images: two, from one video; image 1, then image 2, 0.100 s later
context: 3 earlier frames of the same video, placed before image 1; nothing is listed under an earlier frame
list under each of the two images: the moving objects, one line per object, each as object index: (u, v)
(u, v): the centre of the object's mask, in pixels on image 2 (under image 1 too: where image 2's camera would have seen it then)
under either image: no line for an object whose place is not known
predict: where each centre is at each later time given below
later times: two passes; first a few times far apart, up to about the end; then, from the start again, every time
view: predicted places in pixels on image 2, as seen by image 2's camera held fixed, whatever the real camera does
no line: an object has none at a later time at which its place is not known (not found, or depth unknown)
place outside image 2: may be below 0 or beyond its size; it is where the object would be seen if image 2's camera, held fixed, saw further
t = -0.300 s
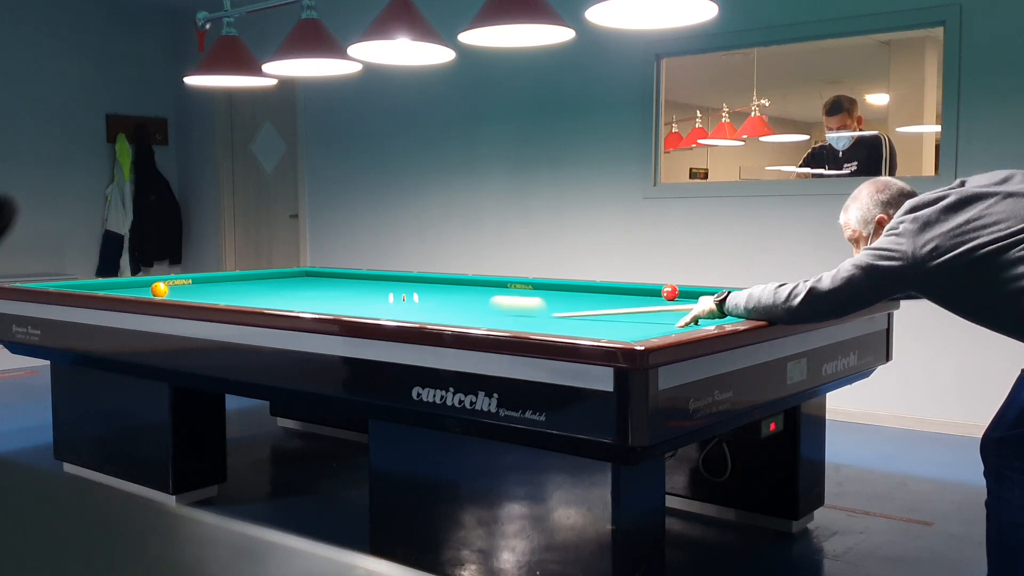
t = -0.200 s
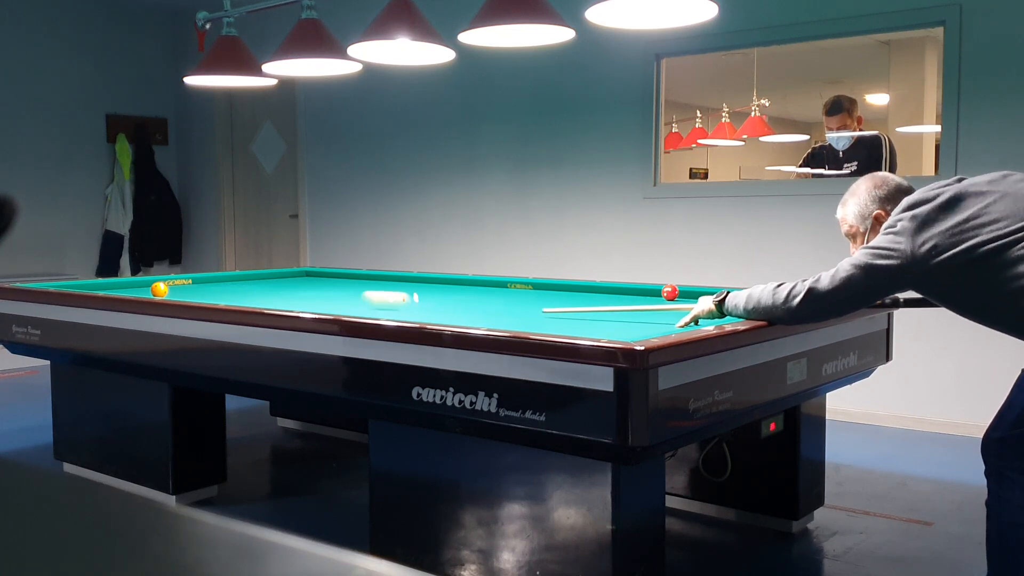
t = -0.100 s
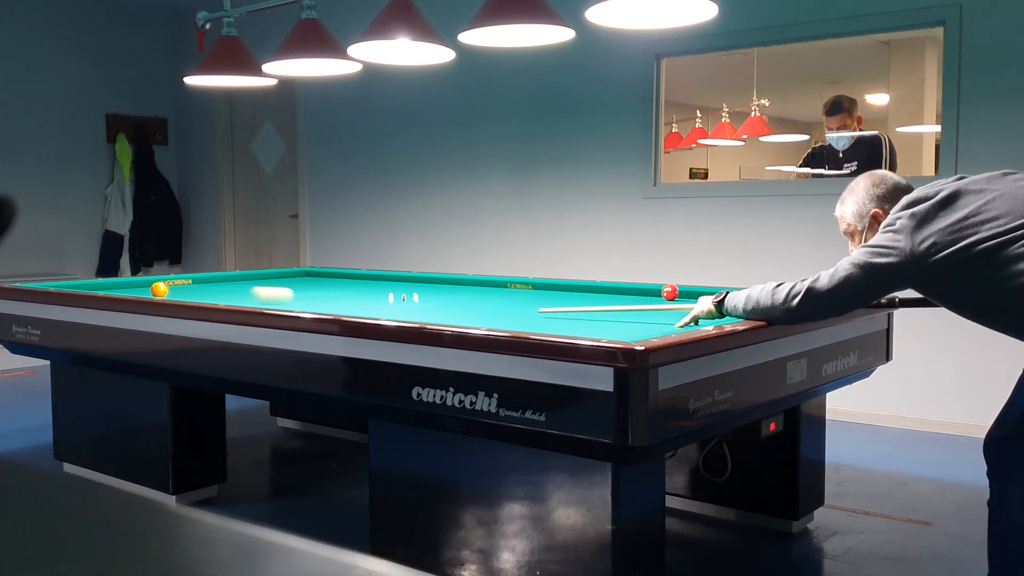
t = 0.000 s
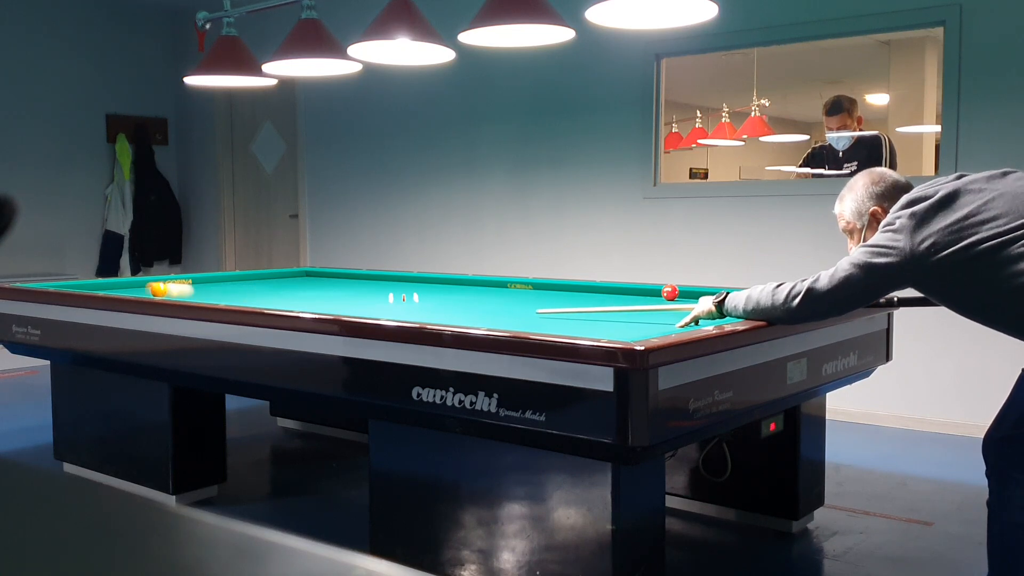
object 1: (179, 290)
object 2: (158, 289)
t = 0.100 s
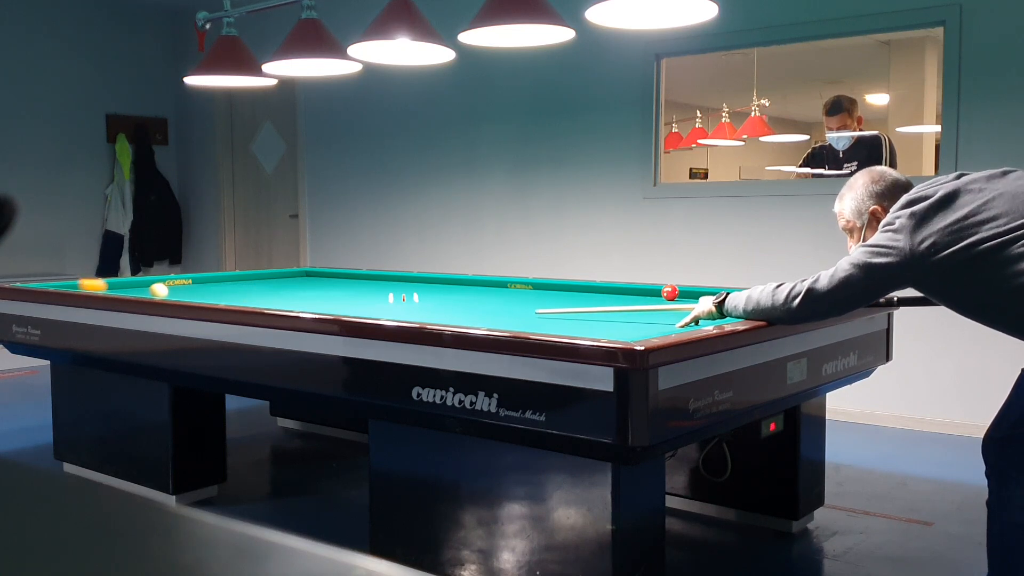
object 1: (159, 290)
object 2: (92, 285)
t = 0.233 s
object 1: (139, 290)
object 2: (118, 288)
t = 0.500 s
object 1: (225, 293)
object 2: (248, 288)
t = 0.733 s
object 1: (346, 291)
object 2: (340, 283)
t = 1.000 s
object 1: (460, 290)
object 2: (442, 284)
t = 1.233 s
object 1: (555, 290)
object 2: (529, 284)
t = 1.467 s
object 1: (644, 290)
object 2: (547, 288)
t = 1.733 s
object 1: (666, 295)
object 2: (564, 293)
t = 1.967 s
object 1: (696, 300)
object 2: (580, 298)
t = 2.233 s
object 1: (735, 307)
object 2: (602, 304)
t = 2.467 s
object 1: (765, 309)
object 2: (623, 310)
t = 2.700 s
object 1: (724, 311)
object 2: (647, 317)
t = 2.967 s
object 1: (683, 309)
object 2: (679, 323)
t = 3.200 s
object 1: (648, 310)
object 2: (641, 327)
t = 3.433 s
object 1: (616, 310)
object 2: (586, 328)
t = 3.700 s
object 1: (579, 310)
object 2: (531, 326)
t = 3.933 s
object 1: (549, 310)
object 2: (518, 323)
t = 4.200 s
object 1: (517, 308)
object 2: (505, 320)
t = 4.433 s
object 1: (486, 307)
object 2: (495, 317)
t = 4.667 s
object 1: (460, 309)
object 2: (486, 314)
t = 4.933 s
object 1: (431, 309)
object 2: (476, 311)
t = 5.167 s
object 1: (405, 308)
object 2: (468, 308)
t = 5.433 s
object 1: (378, 307)
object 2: (460, 305)
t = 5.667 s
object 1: (355, 307)
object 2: (454, 302)
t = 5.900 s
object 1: (332, 306)
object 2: (448, 300)
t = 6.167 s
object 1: (307, 305)
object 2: (441, 298)
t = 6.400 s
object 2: (436, 296)
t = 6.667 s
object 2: (431, 294)
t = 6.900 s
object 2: (427, 292)
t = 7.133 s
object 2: (423, 291)
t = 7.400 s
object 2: (419, 289)
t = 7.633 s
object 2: (416, 288)
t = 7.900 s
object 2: (413, 286)
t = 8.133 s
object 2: (410, 285)
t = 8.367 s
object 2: (407, 284)
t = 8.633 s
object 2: (405, 283)
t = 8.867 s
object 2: (403, 282)
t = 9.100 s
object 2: (401, 281)
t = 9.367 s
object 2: (398, 280)
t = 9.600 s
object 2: (396, 279)
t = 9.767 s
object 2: (395, 279)
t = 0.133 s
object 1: (155, 290)
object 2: (79, 285)
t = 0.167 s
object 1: (149, 290)
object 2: (91, 285)
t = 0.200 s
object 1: (144, 290)
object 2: (105, 287)
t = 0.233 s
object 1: (139, 290)
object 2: (118, 288)
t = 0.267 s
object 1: (136, 289)
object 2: (133, 289)
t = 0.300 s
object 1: (125, 291)
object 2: (151, 289)
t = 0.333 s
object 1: (123, 291)
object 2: (169, 289)
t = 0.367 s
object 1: (144, 292)
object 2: (185, 289)
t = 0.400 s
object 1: (165, 292)
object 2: (202, 289)
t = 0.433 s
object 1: (186, 292)
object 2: (218, 289)
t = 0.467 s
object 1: (206, 293)
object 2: (232, 289)
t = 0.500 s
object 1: (225, 293)
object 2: (248, 288)
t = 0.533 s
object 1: (244, 293)
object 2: (263, 287)
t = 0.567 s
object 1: (261, 292)
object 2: (277, 287)
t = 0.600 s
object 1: (280, 293)
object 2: (291, 285)
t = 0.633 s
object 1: (298, 292)
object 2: (304, 284)
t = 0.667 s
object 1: (315, 292)
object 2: (316, 283)
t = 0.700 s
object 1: (331, 291)
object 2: (327, 283)
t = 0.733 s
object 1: (346, 291)
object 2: (340, 283)
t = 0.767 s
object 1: (361, 291)
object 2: (352, 283)
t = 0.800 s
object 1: (377, 291)
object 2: (365, 284)
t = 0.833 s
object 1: (392, 291)
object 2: (378, 283)
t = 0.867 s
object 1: (408, 292)
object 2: (391, 283)
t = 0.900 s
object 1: (420, 290)
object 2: (404, 284)
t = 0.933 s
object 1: (433, 290)
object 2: (417, 284)
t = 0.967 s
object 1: (447, 290)
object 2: (429, 284)
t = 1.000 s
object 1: (460, 290)
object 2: (442, 284)
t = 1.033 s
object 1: (474, 290)
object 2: (455, 284)
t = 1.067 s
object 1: (487, 290)
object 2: (467, 284)
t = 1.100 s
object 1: (501, 290)
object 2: (480, 284)
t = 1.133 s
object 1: (514, 290)
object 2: (493, 284)
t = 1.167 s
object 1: (528, 290)
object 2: (505, 284)
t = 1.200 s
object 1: (541, 290)
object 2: (517, 284)
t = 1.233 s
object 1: (555, 290)
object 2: (529, 284)
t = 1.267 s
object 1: (568, 289)
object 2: (539, 284)
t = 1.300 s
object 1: (582, 289)
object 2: (543, 285)
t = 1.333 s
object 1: (595, 289)
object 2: (543, 285)
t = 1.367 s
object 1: (608, 289)
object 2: (543, 286)
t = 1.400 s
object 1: (622, 289)
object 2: (544, 287)
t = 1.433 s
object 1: (635, 289)
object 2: (545, 287)
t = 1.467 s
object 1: (644, 290)
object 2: (547, 288)
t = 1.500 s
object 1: (645, 290)
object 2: (549, 288)
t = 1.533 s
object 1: (647, 291)
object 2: (551, 289)
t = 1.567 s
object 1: (649, 292)
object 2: (553, 290)
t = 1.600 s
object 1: (652, 292)
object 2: (555, 290)
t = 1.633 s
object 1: (655, 293)
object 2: (557, 291)
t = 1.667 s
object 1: (659, 294)
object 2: (559, 291)
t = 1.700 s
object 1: (662, 294)
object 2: (562, 292)
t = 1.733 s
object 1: (666, 295)
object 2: (564, 293)
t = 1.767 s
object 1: (670, 295)
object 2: (566, 294)
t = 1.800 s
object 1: (674, 296)
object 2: (568, 294)
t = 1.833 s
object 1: (679, 297)
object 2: (571, 295)
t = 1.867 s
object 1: (683, 298)
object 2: (573, 296)
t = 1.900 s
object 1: (688, 298)
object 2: (576, 296)
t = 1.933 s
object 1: (692, 299)
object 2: (578, 297)
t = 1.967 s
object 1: (696, 300)
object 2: (580, 298)
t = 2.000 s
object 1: (701, 301)
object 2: (583, 298)
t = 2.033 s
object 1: (706, 302)
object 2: (586, 299)
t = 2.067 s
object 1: (710, 302)
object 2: (588, 300)
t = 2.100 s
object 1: (715, 303)
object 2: (591, 301)
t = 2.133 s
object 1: (720, 304)
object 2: (594, 302)
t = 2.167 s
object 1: (725, 305)
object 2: (596, 302)
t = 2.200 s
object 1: (730, 306)
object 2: (599, 303)
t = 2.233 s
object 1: (735, 307)
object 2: (602, 304)
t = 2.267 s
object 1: (740, 307)
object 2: (605, 305)
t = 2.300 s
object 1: (745, 308)
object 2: (608, 306)
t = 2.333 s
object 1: (750, 308)
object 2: (611, 306)
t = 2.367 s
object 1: (756, 308)
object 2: (614, 307)
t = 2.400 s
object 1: (761, 308)
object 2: (617, 308)
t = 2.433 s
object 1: (766, 309)
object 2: (620, 309)
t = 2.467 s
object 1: (765, 309)
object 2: (623, 310)
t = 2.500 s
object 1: (758, 309)
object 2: (626, 311)
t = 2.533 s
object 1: (750, 310)
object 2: (630, 312)
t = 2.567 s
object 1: (745, 310)
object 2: (633, 313)
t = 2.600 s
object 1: (740, 310)
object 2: (637, 314)
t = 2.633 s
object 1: (734, 311)
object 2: (640, 315)
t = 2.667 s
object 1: (729, 311)
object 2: (644, 316)
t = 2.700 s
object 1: (724, 311)
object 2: (647, 317)
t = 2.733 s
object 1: (719, 311)
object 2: (651, 318)
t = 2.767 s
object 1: (714, 312)
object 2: (655, 319)
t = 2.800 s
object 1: (708, 312)
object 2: (659, 320)
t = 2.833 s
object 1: (703, 312)
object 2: (663, 321)
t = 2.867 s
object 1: (698, 312)
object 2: (667, 322)
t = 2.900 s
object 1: (693, 312)
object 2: (671, 322)
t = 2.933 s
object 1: (689, 311)
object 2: (675, 322)
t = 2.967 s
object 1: (683, 309)
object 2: (679, 323)
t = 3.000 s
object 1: (677, 310)
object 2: (683, 323)
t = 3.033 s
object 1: (673, 311)
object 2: (683, 323)
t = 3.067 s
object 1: (668, 310)
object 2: (674, 324)
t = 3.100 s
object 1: (663, 310)
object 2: (665, 325)
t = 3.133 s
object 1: (658, 310)
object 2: (657, 326)
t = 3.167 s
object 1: (653, 310)
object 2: (649, 327)
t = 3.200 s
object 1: (648, 310)
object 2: (641, 327)
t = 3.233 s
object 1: (644, 310)
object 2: (633, 328)
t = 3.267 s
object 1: (639, 311)
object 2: (625, 328)
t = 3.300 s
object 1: (634, 311)
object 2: (618, 328)
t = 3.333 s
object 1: (629, 311)
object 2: (610, 328)
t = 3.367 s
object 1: (625, 311)
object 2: (602, 328)
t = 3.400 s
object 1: (620, 311)
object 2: (594, 328)
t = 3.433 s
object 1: (616, 310)
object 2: (586, 328)
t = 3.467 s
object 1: (611, 311)
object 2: (579, 327)
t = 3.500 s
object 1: (606, 310)
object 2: (571, 327)
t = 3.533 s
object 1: (602, 310)
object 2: (563, 327)
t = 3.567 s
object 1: (597, 310)
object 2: (555, 327)
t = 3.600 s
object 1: (593, 310)
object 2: (547, 326)
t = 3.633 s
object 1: (588, 310)
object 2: (539, 327)
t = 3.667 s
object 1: (584, 310)
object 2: (532, 326)
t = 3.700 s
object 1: (579, 310)
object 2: (531, 326)
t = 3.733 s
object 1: (575, 310)
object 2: (529, 326)
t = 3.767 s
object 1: (570, 310)
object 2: (527, 325)
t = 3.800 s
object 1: (566, 310)
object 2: (525, 325)
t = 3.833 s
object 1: (562, 310)
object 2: (524, 324)
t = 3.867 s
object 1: (557, 310)
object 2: (522, 324)
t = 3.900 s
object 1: (554, 310)
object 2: (520, 323)
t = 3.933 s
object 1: (549, 310)
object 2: (518, 323)
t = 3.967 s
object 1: (545, 310)
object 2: (516, 323)
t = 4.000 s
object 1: (541, 310)
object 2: (515, 322)
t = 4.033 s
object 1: (537, 310)
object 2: (513, 322)
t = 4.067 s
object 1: (532, 310)
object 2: (511, 321)
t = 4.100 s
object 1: (528, 309)
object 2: (510, 321)
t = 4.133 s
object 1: (524, 309)
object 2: (508, 321)
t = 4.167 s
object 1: (520, 309)
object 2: (507, 321)
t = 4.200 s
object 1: (517, 308)
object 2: (505, 320)
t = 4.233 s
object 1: (513, 308)
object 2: (503, 320)
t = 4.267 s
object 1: (509, 307)
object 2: (502, 319)
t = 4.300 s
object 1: (504, 306)
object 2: (500, 319)
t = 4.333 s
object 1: (500, 306)
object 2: (499, 318)
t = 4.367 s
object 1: (495, 305)
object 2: (497, 318)
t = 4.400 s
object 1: (490, 306)
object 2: (496, 318)
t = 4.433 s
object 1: (486, 307)
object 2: (495, 317)
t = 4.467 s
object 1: (482, 307)
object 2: (494, 317)
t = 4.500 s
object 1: (478, 308)
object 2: (492, 316)
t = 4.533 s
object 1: (475, 309)
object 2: (491, 316)
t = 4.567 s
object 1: (472, 309)
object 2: (489, 316)
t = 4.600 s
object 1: (468, 309)
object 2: (488, 315)
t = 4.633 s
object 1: (464, 309)
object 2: (487, 315)
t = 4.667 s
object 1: (460, 309)
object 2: (486, 314)
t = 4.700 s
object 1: (456, 309)
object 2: (484, 314)
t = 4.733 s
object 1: (453, 309)
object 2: (483, 313)
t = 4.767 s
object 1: (449, 309)
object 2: (482, 313)
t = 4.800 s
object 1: (445, 309)
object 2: (481, 312)
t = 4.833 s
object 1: (441, 309)
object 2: (479, 312)
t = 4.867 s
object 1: (438, 309)
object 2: (478, 311)
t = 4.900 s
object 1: (434, 309)
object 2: (477, 311)
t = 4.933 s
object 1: (431, 309)
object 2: (476, 311)
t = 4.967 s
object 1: (427, 309)
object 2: (475, 310)
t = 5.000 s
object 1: (424, 309)
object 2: (474, 310)
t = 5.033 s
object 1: (420, 309)
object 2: (472, 309)
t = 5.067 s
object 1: (416, 308)
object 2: (472, 308)
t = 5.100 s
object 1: (412, 309)
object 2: (470, 308)
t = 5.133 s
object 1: (409, 308)
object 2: (469, 308)
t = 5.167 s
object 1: (405, 308)
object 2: (468, 308)
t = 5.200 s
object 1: (402, 308)
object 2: (467, 307)
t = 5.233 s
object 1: (398, 309)
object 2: (466, 307)
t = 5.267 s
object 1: (395, 308)
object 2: (465, 306)
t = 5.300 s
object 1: (392, 308)
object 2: (464, 306)
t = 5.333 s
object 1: (388, 308)
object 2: (463, 306)
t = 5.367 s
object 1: (385, 308)
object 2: (462, 305)
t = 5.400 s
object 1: (381, 308)
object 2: (461, 305)
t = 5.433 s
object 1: (378, 307)
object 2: (460, 305)
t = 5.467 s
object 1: (375, 307)
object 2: (459, 304)
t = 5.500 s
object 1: (371, 307)
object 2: (458, 304)
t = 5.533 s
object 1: (368, 307)
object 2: (457, 304)
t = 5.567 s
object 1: (365, 307)
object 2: (456, 303)
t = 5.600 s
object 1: (361, 307)
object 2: (455, 303)
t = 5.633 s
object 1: (358, 307)
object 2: (454, 303)
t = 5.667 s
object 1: (355, 307)
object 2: (454, 302)
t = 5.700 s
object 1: (351, 306)
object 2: (453, 302)
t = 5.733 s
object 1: (348, 306)
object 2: (452, 302)
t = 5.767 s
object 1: (345, 306)
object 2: (451, 301)
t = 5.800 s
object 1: (342, 306)
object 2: (450, 301)
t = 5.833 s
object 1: (338, 306)
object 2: (449, 301)
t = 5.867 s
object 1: (335, 306)
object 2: (449, 300)
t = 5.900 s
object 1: (332, 306)
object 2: (448, 300)
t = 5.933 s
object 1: (329, 306)
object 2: (447, 300)
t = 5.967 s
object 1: (326, 306)
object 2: (446, 299)
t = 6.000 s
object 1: (322, 306)
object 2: (445, 299)
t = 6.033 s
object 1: (319, 306)
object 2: (444, 299)
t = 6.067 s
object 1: (316, 306)
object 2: (444, 299)
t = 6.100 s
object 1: (314, 305)
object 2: (443, 298)
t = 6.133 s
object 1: (310, 305)
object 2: (442, 298)
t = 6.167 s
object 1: (307, 305)
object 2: (441, 298)
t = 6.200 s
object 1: (304, 305)
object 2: (441, 297)
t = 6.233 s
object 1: (301, 305)
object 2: (440, 297)
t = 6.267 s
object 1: (298, 305)
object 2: (439, 297)
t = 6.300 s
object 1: (295, 305)
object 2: (438, 297)
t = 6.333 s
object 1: (292, 305)
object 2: (438, 296)
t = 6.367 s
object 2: (437, 296)
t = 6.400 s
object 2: (436, 296)
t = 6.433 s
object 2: (436, 296)
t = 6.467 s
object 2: (435, 295)
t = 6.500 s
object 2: (434, 295)
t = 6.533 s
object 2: (433, 295)
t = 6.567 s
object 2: (433, 294)
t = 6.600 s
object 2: (432, 294)
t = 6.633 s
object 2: (432, 294)
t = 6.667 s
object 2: (431, 294)
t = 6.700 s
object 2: (430, 294)
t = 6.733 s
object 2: (430, 293)
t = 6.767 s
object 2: (429, 293)
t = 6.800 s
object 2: (428, 293)
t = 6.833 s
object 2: (428, 292)
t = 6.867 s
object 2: (427, 292)
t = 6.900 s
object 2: (427, 292)
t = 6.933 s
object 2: (426, 292)
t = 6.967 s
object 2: (426, 292)
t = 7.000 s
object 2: (425, 292)
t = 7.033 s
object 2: (425, 291)
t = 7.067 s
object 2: (424, 291)
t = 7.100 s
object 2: (424, 291)
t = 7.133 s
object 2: (423, 291)
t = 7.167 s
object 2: (423, 290)
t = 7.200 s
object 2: (422, 290)
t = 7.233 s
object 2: (422, 290)
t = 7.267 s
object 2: (421, 290)
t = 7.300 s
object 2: (421, 290)
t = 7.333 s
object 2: (420, 290)
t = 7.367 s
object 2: (420, 289)
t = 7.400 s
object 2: (419, 289)
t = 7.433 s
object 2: (419, 289)
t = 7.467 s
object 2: (418, 289)
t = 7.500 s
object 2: (418, 289)
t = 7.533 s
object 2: (417, 288)
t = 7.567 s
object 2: (417, 288)
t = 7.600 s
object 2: (417, 288)
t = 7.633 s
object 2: (416, 288)
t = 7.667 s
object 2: (416, 287)
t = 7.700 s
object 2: (415, 287)
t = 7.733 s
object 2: (415, 287)
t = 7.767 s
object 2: (414, 287)
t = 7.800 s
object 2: (414, 287)
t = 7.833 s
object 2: (413, 287)
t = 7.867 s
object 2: (413, 286)
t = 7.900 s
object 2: (413, 286)
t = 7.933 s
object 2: (412, 286)
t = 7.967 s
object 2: (412, 286)
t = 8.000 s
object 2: (411, 286)
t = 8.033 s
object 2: (411, 285)
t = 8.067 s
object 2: (411, 285)
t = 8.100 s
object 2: (410, 285)
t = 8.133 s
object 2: (410, 285)
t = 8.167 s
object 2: (410, 285)
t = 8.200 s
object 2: (409, 285)
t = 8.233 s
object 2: (409, 284)
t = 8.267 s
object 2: (409, 284)
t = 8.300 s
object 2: (408, 284)
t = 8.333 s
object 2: (408, 284)
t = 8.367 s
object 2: (407, 284)
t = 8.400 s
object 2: (407, 284)
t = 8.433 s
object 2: (407, 283)
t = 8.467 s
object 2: (406, 283)
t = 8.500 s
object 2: (406, 283)
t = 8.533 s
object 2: (406, 283)
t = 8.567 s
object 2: (405, 283)
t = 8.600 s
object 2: (405, 283)
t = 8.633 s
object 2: (405, 283)
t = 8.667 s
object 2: (404, 283)
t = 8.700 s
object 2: (404, 282)
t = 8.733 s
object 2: (404, 282)
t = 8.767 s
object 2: (403, 282)
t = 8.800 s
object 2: (403, 282)
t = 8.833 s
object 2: (403, 282)
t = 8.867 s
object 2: (403, 282)
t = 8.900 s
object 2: (402, 282)
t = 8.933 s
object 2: (402, 282)
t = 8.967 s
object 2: (402, 281)
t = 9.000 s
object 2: (401, 281)
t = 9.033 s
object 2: (401, 281)
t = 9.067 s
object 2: (401, 281)
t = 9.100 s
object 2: (401, 281)
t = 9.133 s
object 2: (400, 281)
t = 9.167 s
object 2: (400, 281)
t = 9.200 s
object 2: (400, 281)
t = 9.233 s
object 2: (399, 281)
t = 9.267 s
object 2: (399, 280)
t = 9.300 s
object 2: (399, 280)
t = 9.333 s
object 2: (398, 280)
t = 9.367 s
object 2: (398, 280)
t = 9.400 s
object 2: (398, 280)
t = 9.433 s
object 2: (398, 280)
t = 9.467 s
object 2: (397, 280)
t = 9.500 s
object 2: (397, 280)
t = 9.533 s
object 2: (397, 280)
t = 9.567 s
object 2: (397, 279)
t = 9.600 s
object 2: (396, 279)
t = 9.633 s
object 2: (396, 279)
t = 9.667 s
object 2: (396, 279)
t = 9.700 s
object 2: (396, 279)
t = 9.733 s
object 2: (395, 279)
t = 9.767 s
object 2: (395, 279)
